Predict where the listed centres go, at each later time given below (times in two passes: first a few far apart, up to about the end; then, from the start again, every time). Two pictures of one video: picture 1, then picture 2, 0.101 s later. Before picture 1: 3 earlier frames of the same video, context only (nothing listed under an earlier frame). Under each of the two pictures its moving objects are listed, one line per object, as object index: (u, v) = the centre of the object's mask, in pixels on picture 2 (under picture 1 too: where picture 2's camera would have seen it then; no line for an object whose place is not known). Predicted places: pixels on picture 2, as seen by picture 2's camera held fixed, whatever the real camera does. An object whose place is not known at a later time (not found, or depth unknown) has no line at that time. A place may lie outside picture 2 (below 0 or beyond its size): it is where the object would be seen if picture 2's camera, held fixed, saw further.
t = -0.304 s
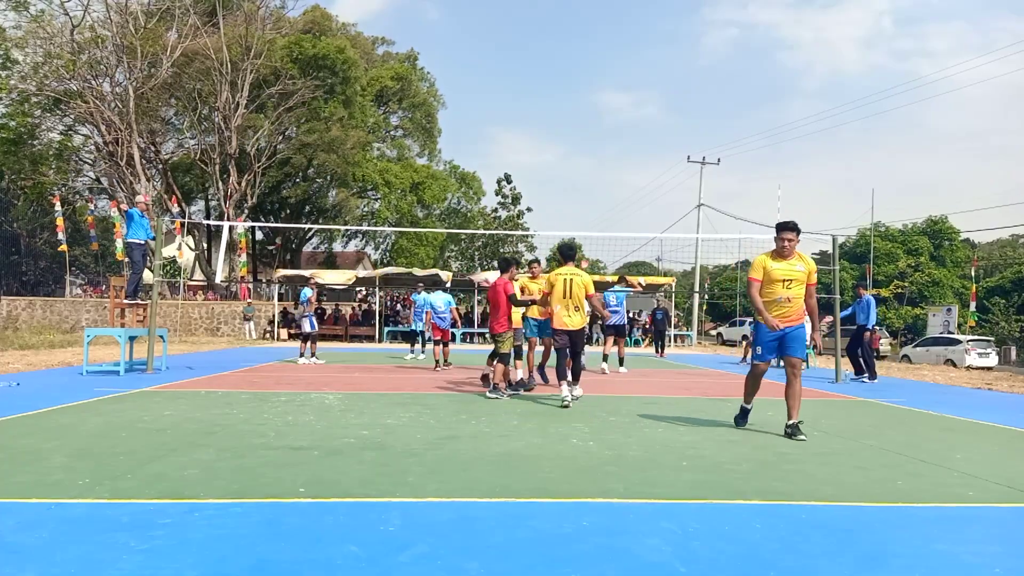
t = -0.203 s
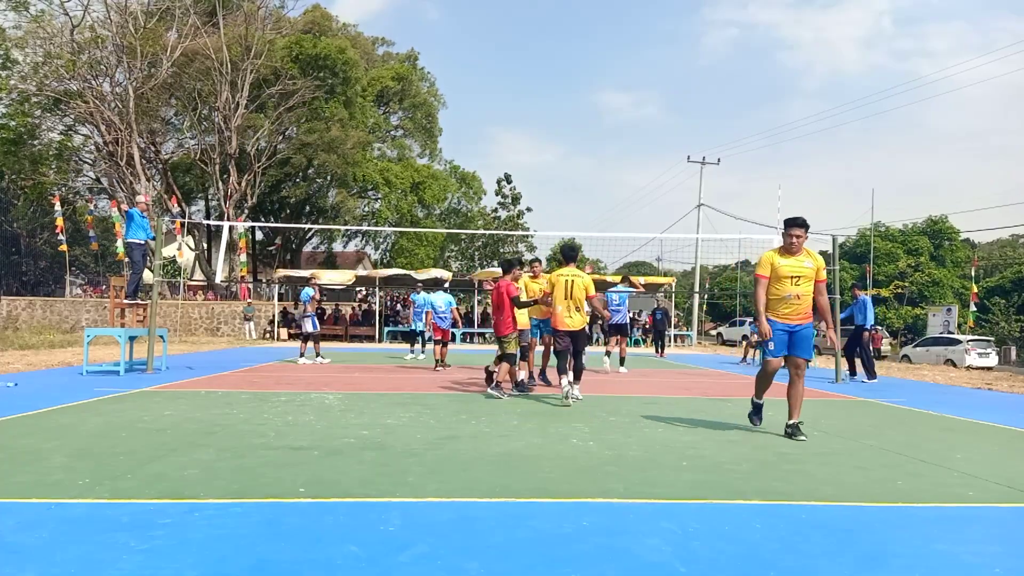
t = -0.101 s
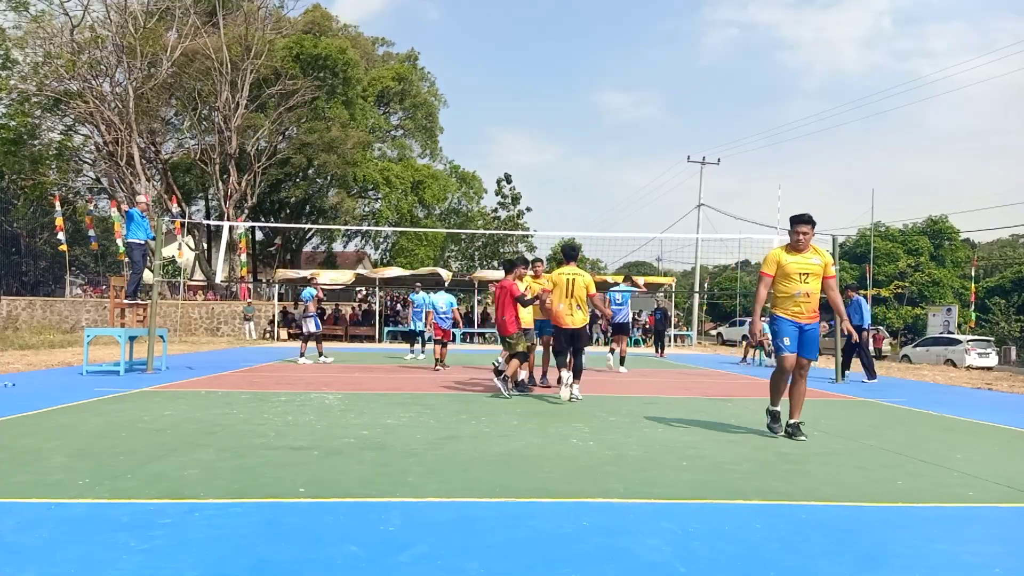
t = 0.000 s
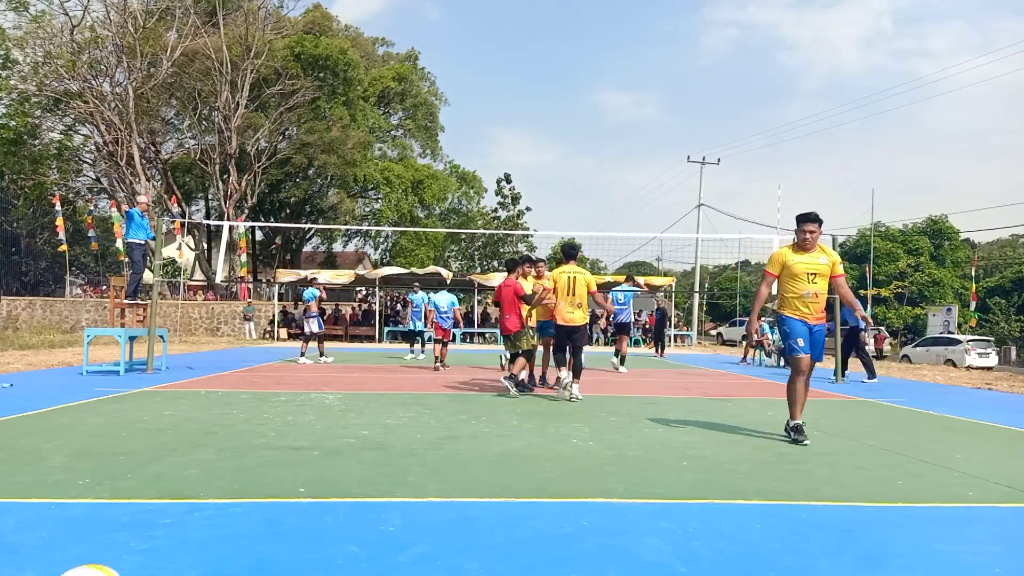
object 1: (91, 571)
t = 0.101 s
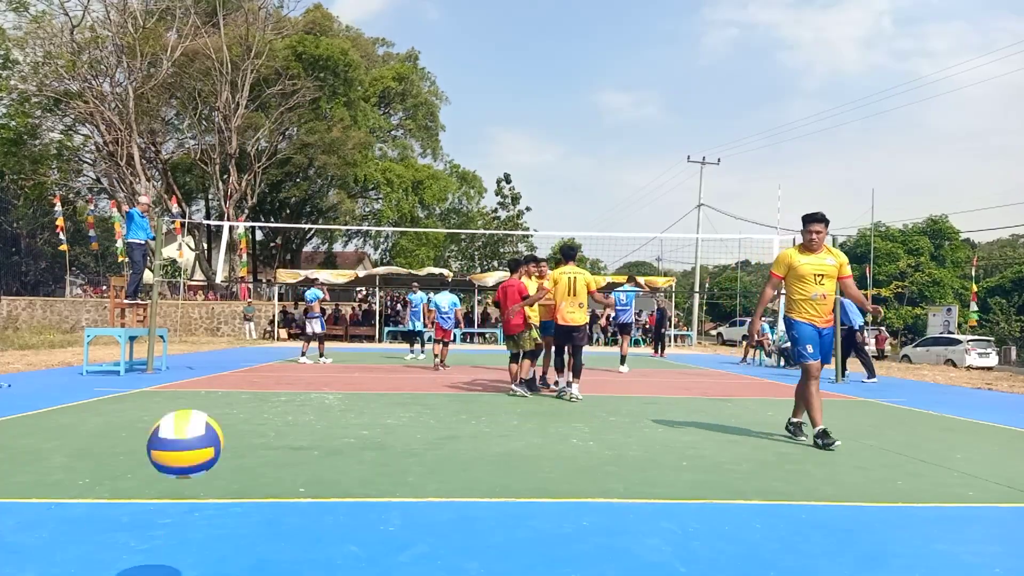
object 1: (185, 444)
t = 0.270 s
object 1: (316, 299)
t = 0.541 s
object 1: (466, 277)
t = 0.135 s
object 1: (215, 404)
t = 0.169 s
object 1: (243, 370)
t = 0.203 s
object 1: (269, 341)
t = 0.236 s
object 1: (294, 318)
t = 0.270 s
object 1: (316, 299)
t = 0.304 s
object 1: (338, 284)
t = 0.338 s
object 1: (359, 273)
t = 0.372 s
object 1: (380, 265)
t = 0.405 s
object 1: (398, 262)
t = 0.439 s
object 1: (416, 262)
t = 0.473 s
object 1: (434, 264)
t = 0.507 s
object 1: (451, 269)
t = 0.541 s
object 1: (466, 277)
